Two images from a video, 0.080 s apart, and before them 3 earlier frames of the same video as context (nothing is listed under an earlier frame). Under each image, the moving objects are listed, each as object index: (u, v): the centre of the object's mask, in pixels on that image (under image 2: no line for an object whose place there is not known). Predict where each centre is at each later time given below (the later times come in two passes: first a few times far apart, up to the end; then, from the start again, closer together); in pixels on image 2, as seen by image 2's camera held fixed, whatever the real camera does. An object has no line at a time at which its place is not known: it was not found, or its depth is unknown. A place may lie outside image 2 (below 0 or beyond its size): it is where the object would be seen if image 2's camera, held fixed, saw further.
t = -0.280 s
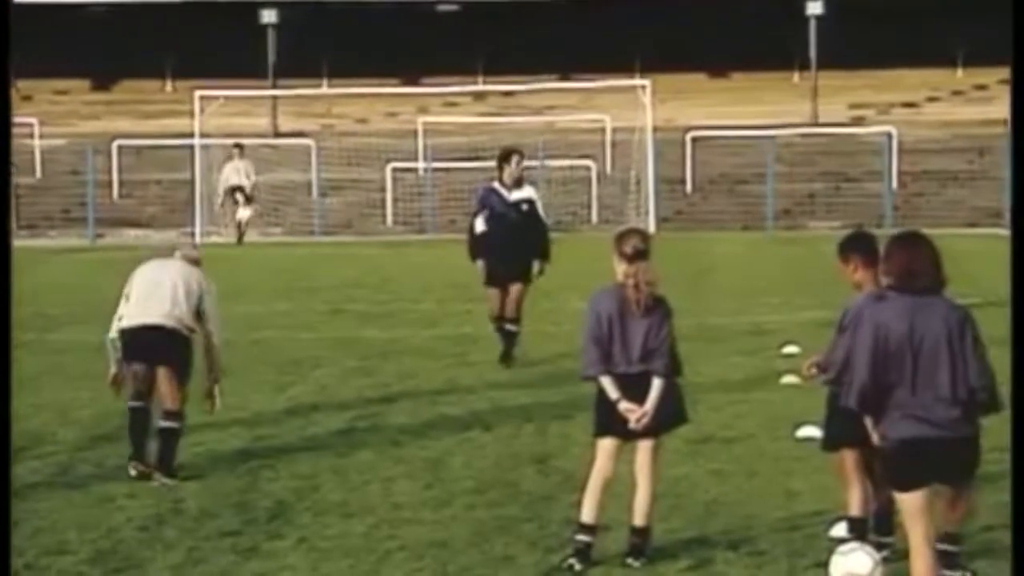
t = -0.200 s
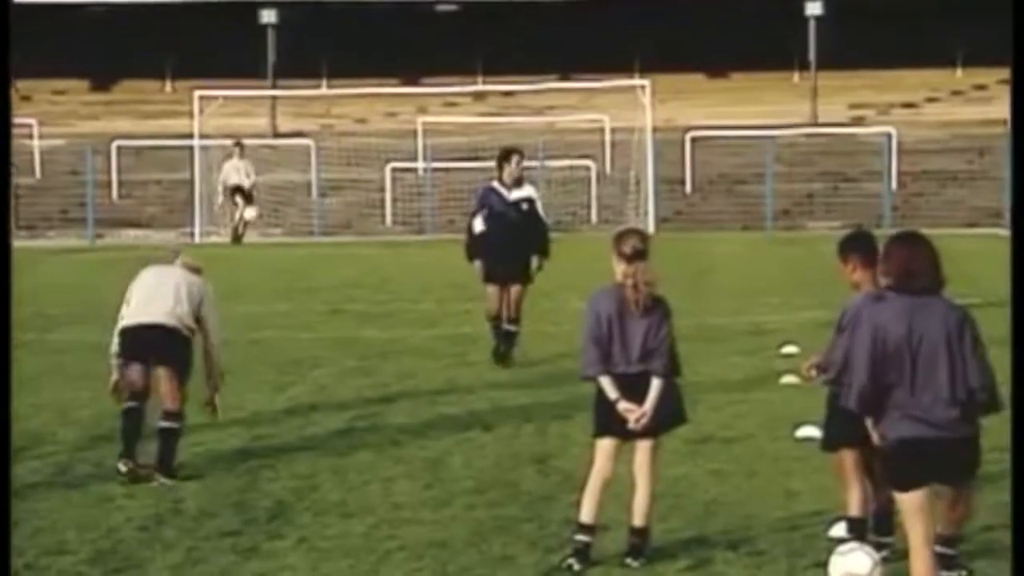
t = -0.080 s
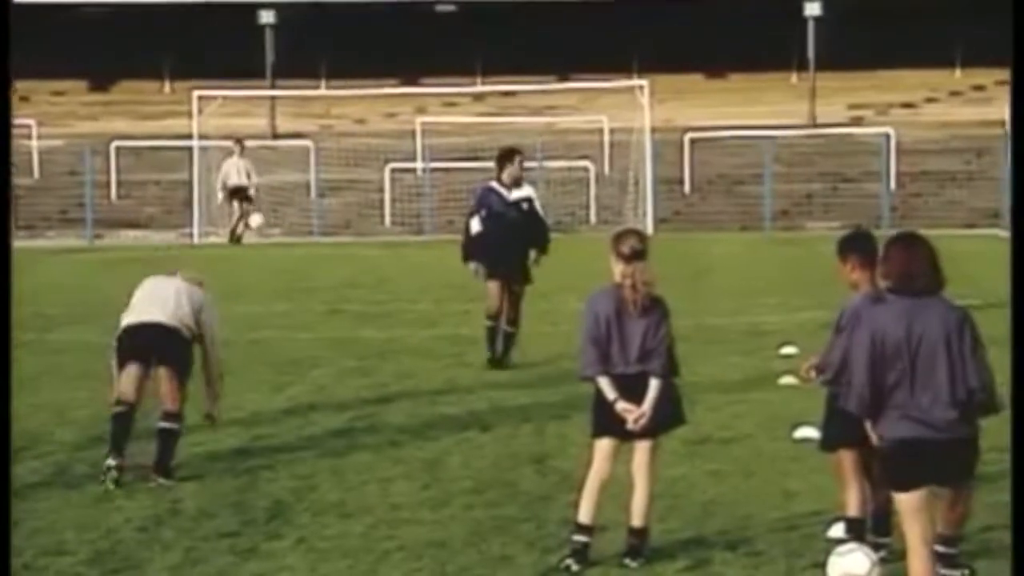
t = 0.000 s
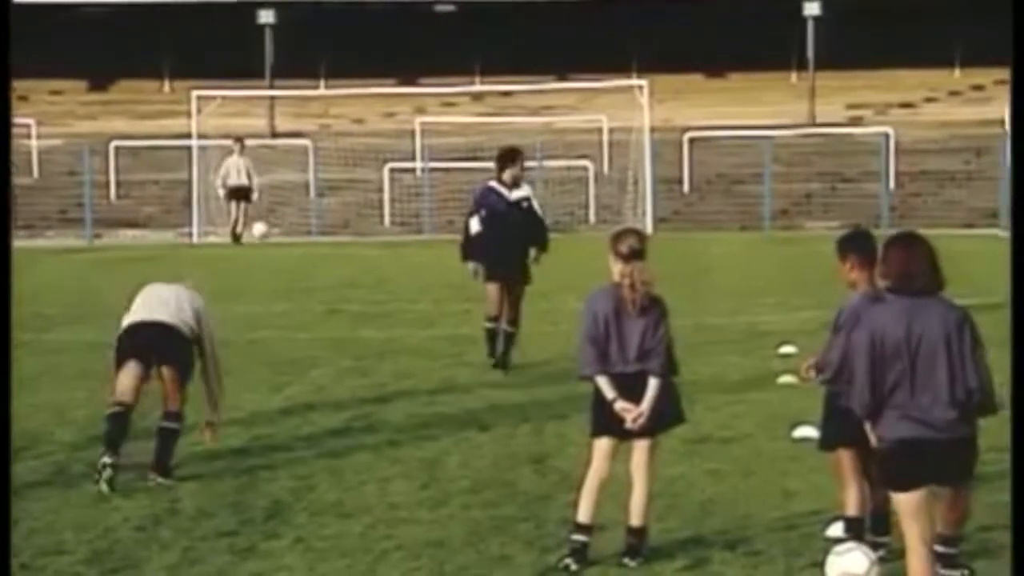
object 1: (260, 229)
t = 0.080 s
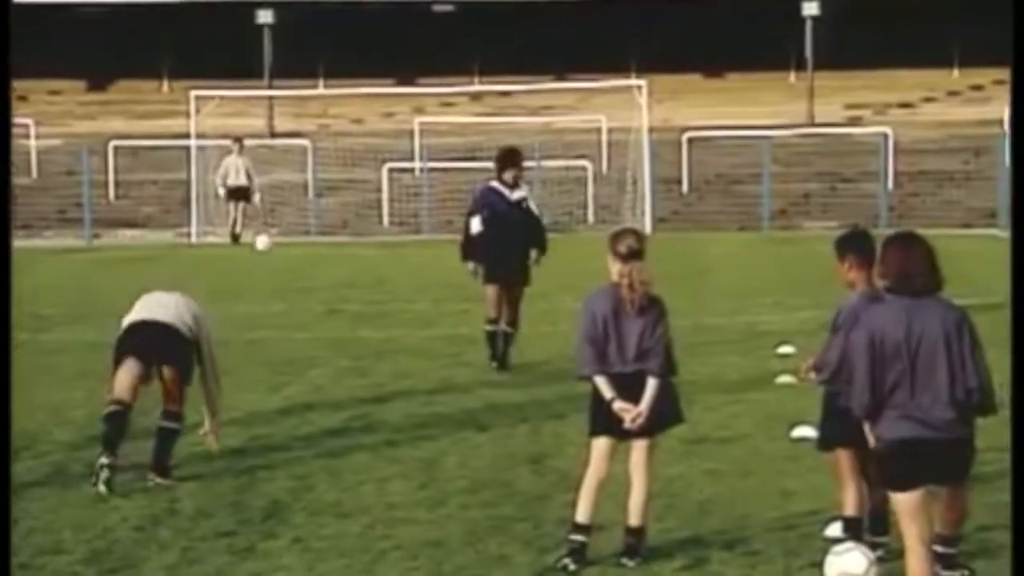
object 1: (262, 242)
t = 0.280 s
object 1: (270, 280)
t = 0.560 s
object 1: (275, 294)
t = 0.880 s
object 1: (277, 310)
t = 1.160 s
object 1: (275, 325)
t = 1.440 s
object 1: (274, 336)
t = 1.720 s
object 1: (276, 346)
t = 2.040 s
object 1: (276, 355)
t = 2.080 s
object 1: (276, 358)
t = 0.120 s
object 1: (264, 249)
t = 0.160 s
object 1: (266, 259)
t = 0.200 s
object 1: (267, 270)
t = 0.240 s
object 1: (269, 280)
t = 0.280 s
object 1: (270, 280)
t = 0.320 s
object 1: (271, 277)
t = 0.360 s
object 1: (271, 276)
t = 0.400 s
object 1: (272, 276)
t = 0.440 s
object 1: (272, 277)
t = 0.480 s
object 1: (273, 281)
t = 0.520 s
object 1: (275, 287)
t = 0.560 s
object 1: (275, 294)
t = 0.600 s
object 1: (277, 302)
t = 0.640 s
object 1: (277, 303)
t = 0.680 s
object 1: (277, 301)
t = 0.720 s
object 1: (277, 299)
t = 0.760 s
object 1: (277, 299)
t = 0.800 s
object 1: (277, 301)
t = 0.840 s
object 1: (277, 305)
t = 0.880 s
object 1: (277, 310)
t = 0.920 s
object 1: (276, 316)
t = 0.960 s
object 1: (277, 318)
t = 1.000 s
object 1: (276, 316)
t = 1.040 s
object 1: (276, 317)
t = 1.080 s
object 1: (277, 318)
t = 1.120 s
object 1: (276, 321)
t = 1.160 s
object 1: (275, 325)
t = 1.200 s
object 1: (275, 327)
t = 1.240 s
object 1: (275, 327)
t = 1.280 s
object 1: (275, 327)
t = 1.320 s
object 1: (274, 328)
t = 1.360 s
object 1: (274, 331)
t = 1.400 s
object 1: (273, 333)
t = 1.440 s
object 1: (274, 336)
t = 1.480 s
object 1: (275, 336)
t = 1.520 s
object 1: (275, 337)
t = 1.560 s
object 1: (276, 338)
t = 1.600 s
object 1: (276, 341)
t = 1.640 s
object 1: (275, 343)
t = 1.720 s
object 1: (276, 346)
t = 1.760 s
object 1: (276, 348)
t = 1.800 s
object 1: (276, 349)
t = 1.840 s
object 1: (276, 349)
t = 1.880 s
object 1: (276, 352)
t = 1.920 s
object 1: (276, 354)
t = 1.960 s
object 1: (276, 354)
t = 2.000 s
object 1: (276, 354)
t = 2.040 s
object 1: (276, 355)
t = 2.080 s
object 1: (276, 358)
